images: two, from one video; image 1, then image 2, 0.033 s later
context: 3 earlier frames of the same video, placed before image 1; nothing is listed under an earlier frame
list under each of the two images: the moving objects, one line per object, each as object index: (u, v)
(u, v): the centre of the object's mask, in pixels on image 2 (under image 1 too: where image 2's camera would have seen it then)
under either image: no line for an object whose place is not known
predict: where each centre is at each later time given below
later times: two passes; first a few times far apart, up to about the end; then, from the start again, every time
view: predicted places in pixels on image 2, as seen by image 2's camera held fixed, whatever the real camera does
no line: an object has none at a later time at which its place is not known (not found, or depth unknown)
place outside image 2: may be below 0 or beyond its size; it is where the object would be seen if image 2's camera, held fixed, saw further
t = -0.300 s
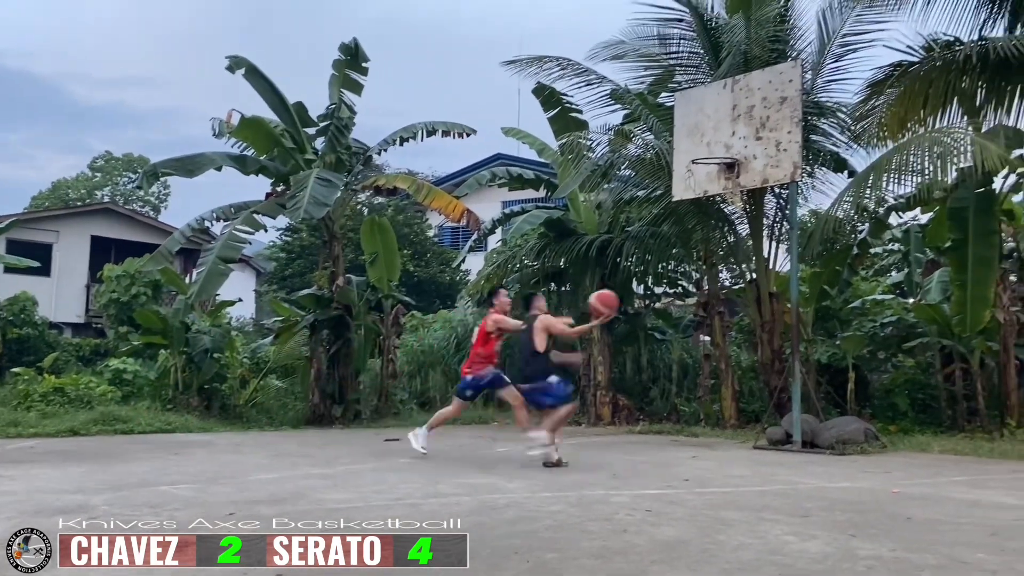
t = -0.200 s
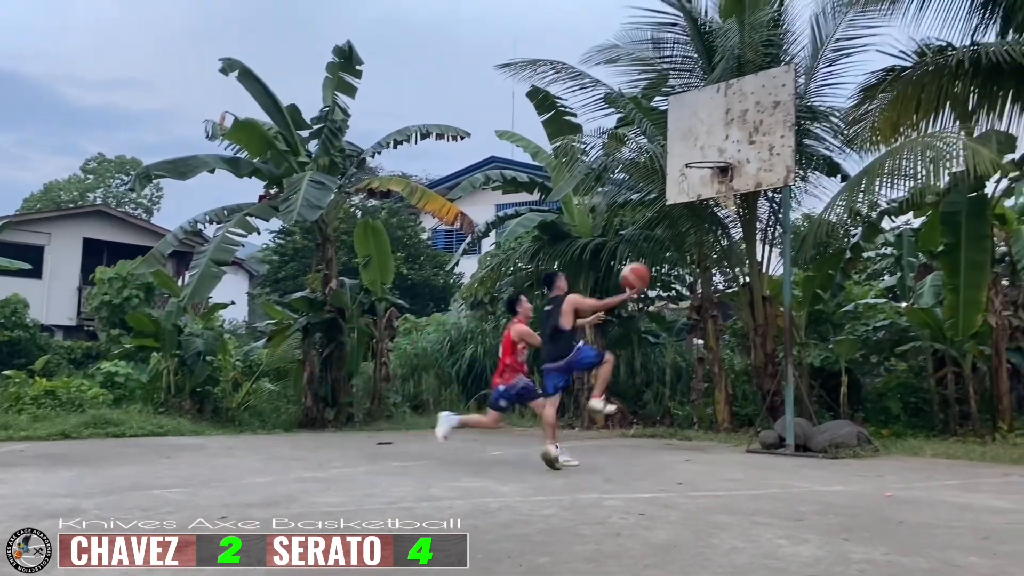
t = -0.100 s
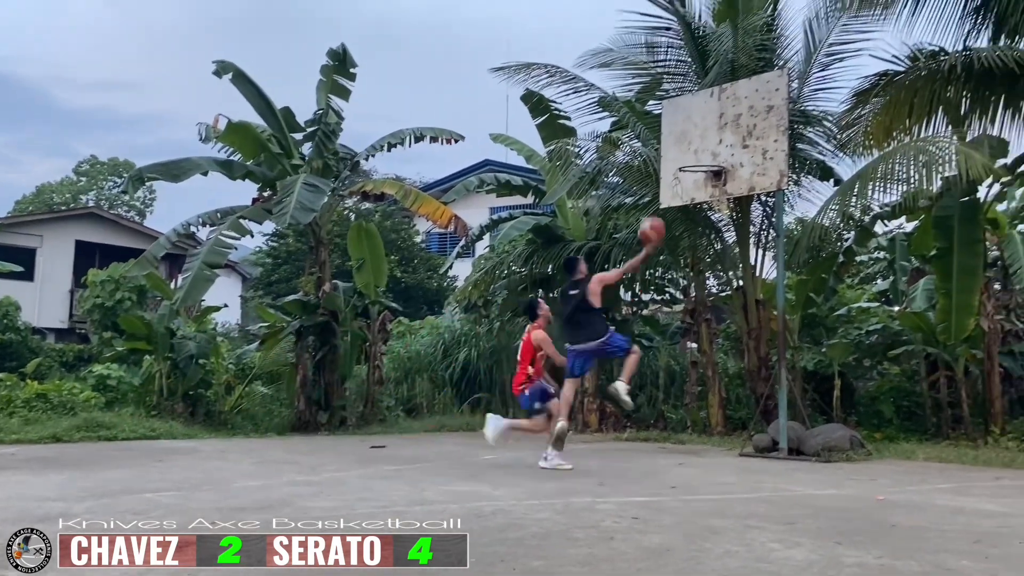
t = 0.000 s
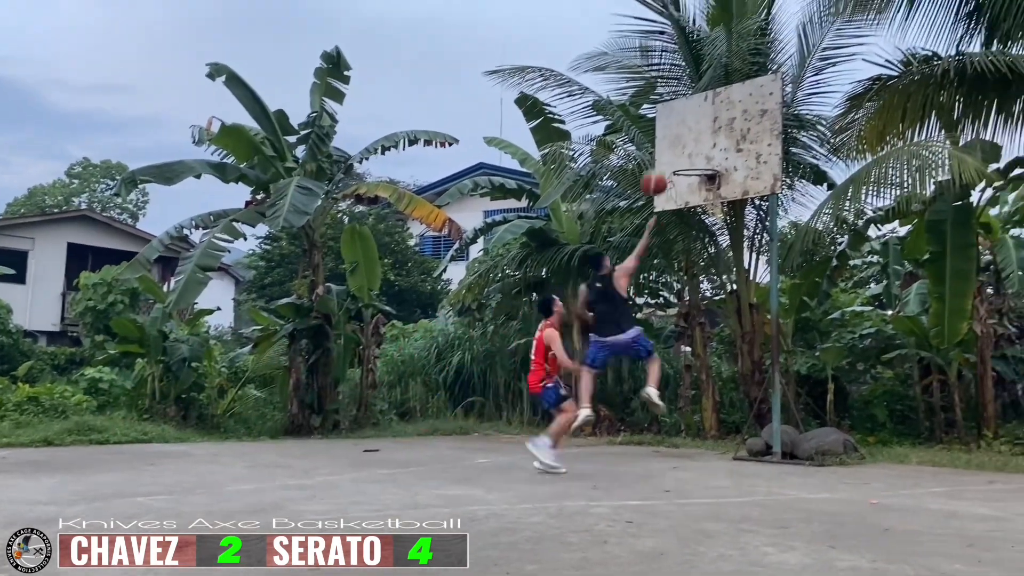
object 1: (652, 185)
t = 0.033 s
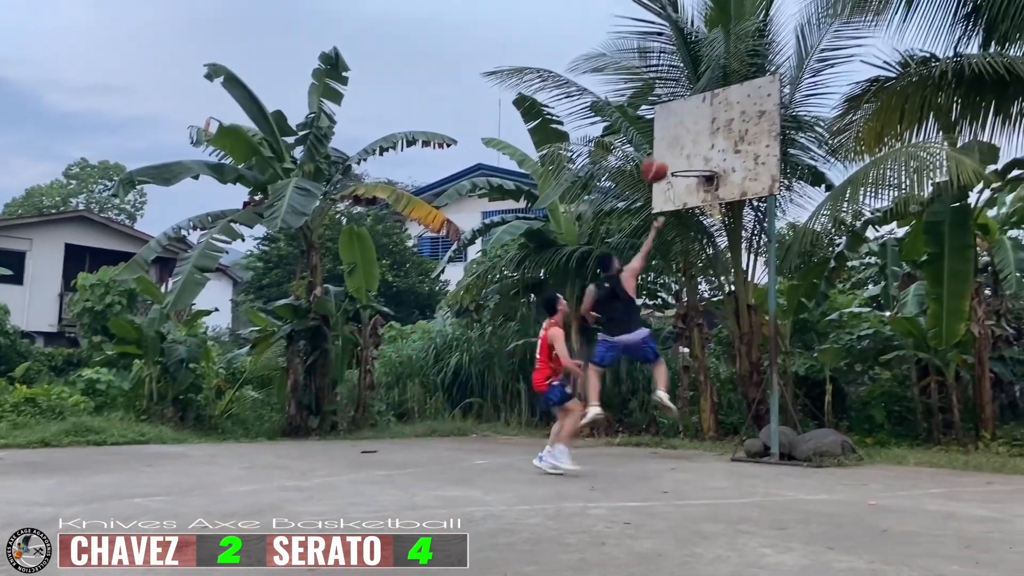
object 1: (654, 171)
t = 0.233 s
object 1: (668, 112)
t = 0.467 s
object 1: (683, 99)
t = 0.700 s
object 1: (695, 139)
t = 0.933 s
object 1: (686, 158)
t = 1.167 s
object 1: (682, 150)
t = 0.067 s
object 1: (657, 157)
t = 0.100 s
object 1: (659, 145)
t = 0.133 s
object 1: (662, 135)
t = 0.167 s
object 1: (664, 126)
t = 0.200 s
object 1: (666, 118)
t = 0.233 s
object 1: (668, 112)
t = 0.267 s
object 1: (671, 106)
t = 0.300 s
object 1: (673, 103)
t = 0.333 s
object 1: (675, 100)
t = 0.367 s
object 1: (678, 98)
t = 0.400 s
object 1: (679, 97)
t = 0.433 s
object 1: (681, 98)
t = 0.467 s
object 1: (683, 99)
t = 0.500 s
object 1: (685, 102)
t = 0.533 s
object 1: (687, 105)
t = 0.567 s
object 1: (689, 110)
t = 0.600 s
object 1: (690, 116)
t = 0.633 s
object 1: (692, 123)
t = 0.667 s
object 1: (694, 130)
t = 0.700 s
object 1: (695, 139)
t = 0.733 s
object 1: (697, 148)
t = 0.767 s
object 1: (698, 158)
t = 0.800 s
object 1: (700, 169)
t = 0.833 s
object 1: (697, 165)
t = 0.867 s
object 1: (693, 163)
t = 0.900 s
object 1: (687, 162)
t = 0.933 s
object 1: (686, 158)
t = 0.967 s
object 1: (685, 154)
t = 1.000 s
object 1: (685, 151)
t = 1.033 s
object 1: (684, 149)
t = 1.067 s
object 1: (684, 147)
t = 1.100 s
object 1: (683, 147)
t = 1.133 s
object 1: (683, 148)
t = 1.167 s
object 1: (682, 150)
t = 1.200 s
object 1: (681, 152)
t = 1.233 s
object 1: (680, 157)
